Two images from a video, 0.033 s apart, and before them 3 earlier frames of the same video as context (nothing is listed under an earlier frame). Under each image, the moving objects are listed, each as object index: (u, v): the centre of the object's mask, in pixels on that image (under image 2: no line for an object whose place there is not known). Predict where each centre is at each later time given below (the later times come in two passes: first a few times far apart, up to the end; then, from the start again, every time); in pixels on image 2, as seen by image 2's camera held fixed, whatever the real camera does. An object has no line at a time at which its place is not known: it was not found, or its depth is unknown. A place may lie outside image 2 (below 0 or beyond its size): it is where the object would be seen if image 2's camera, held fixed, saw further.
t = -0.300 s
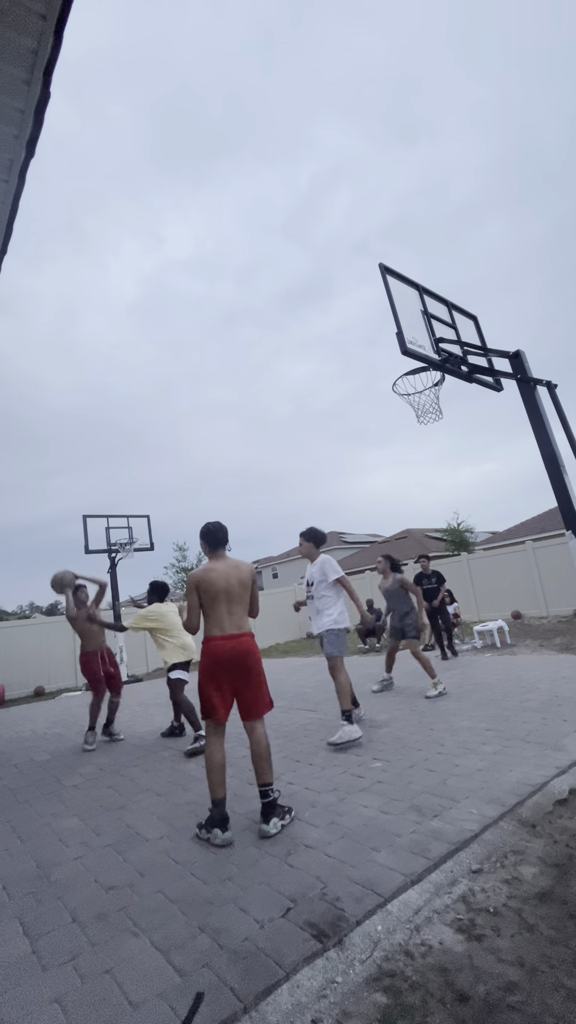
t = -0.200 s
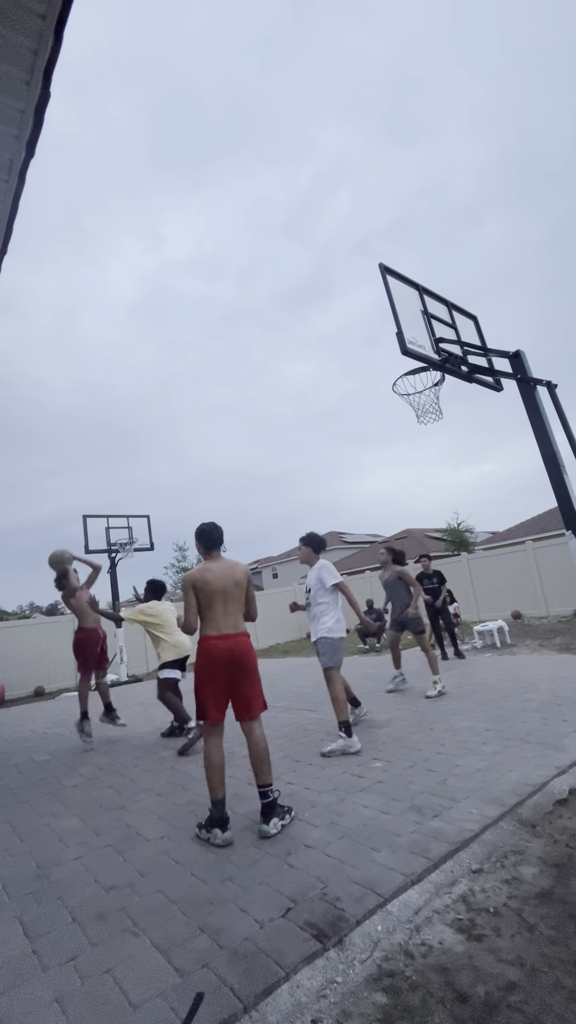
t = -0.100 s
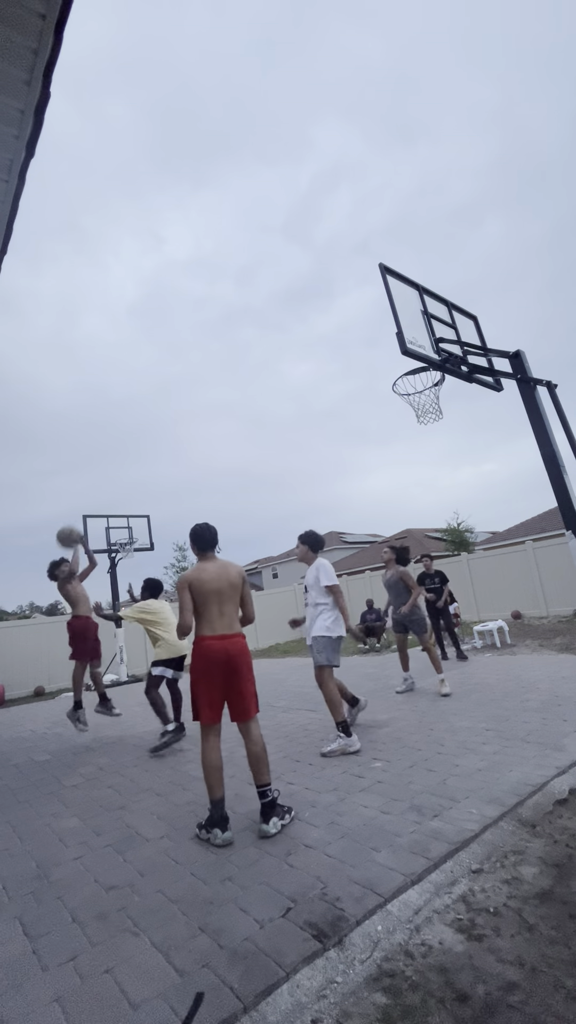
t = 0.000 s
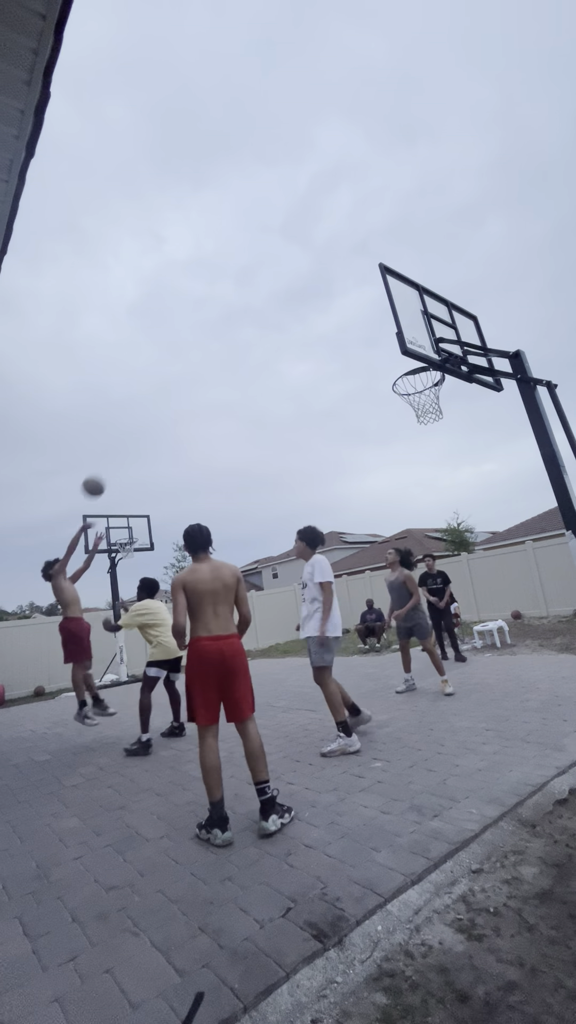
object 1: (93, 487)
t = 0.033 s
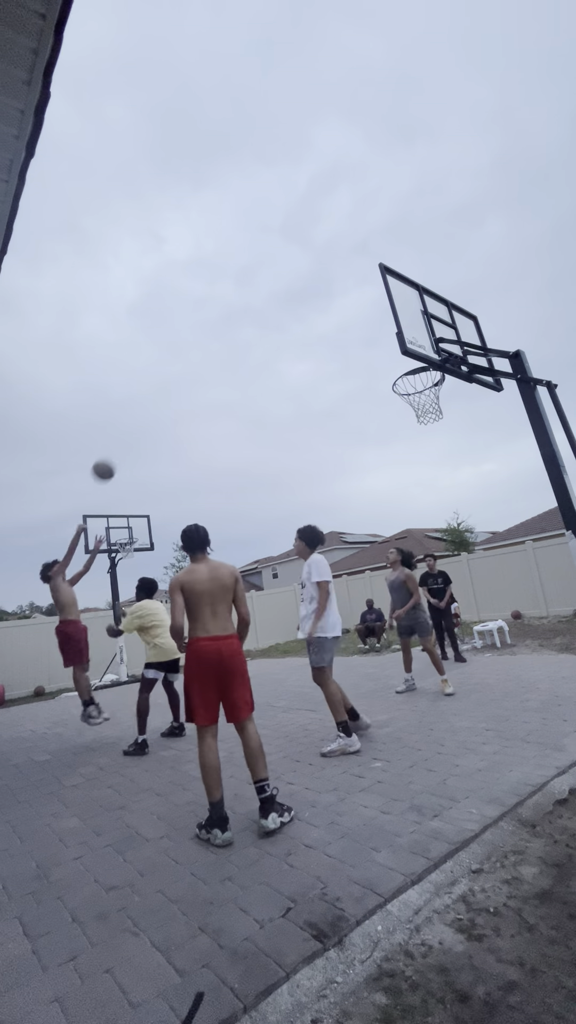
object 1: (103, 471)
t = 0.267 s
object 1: (175, 384)
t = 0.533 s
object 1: (265, 344)
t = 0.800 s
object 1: (370, 365)
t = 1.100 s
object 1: (370, 361)
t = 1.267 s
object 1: (363, 386)
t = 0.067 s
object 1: (113, 455)
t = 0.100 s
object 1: (123, 441)
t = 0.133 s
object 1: (133, 428)
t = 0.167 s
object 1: (144, 415)
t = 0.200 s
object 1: (154, 404)
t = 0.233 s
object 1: (165, 394)
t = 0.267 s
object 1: (175, 384)
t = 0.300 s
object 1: (186, 376)
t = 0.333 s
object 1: (197, 368)
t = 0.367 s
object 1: (207, 362)
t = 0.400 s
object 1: (218, 357)
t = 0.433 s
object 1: (230, 352)
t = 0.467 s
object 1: (241, 349)
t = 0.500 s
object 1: (253, 346)
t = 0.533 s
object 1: (265, 344)
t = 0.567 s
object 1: (277, 343)
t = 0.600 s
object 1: (289, 343)
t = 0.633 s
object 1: (302, 344)
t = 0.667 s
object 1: (315, 346)
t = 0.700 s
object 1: (328, 349)
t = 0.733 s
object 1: (341, 354)
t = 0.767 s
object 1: (355, 359)
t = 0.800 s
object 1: (370, 365)
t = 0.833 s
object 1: (385, 372)
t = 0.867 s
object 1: (387, 372)
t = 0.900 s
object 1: (384, 367)
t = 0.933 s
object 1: (381, 364)
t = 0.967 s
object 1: (378, 361)
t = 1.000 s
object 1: (376, 360)
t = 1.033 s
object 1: (374, 359)
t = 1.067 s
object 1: (371, 360)
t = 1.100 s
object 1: (370, 361)
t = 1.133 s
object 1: (368, 364)
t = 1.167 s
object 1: (366, 368)
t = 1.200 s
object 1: (365, 373)
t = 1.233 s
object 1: (364, 379)
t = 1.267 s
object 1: (363, 386)
